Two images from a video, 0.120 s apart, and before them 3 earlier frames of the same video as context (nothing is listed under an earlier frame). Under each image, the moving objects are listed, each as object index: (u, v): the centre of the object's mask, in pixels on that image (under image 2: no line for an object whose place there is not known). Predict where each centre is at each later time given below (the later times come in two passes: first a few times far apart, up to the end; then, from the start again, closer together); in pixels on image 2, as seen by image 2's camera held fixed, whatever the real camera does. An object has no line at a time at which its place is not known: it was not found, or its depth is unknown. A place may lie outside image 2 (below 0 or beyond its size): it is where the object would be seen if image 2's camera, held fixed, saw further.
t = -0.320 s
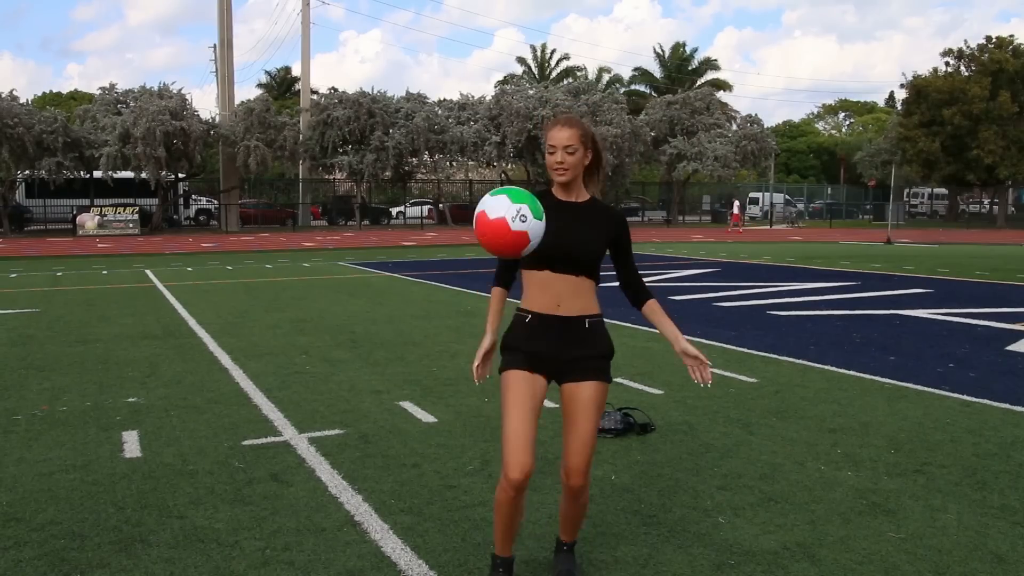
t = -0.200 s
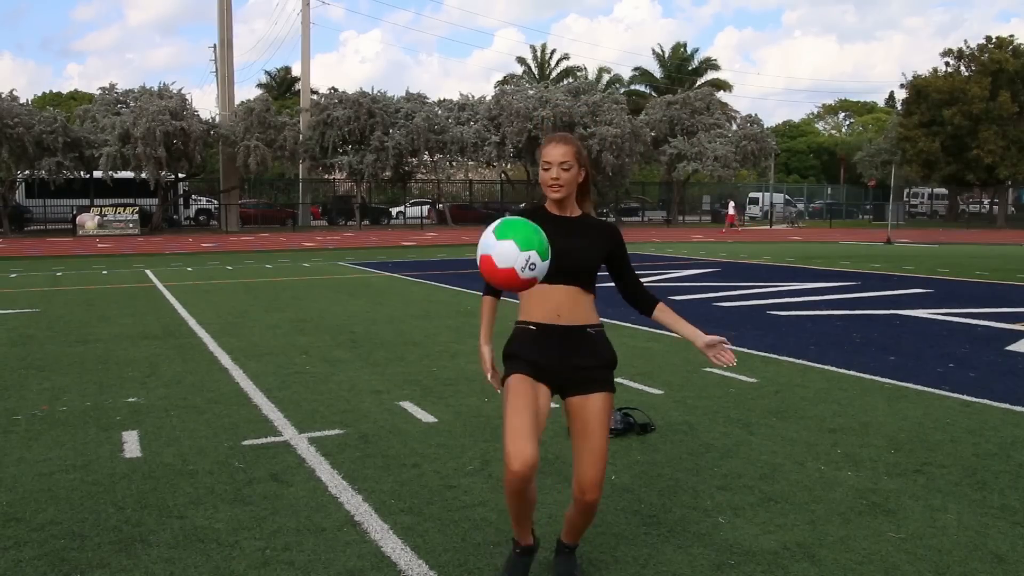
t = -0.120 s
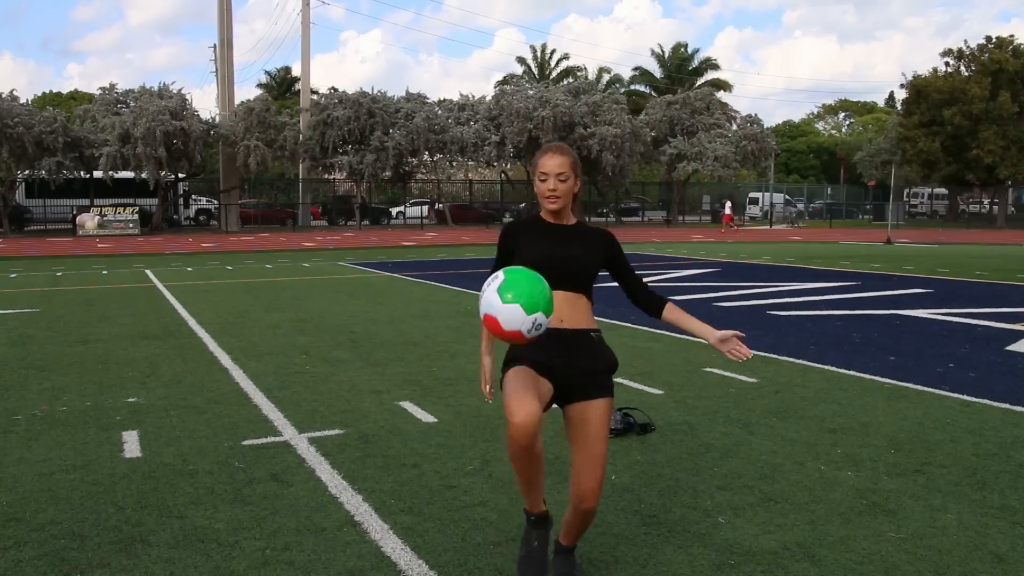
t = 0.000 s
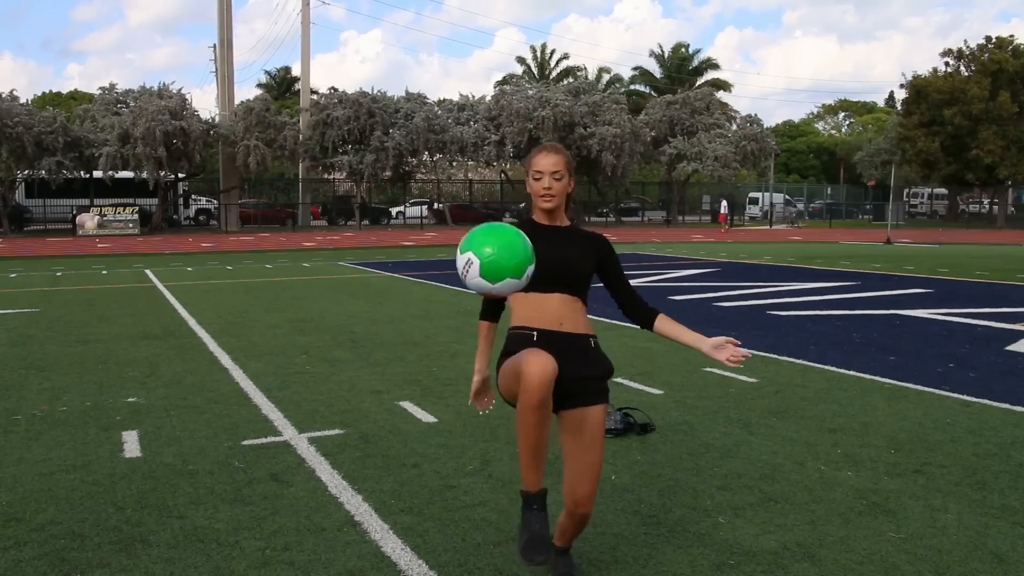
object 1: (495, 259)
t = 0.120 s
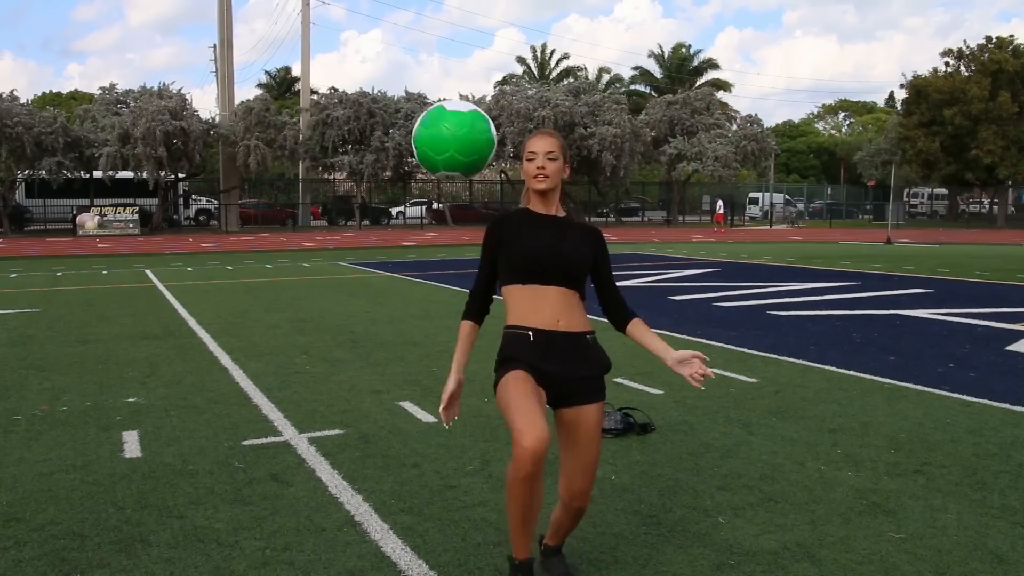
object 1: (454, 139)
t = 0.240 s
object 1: (407, 60)
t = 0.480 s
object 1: (295, 58)
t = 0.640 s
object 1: (215, 214)
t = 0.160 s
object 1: (440, 113)
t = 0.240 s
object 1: (407, 60)
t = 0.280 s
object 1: (389, 43)
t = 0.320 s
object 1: (372, 36)
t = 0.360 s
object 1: (353, 34)
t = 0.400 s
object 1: (334, 36)
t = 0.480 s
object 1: (295, 58)
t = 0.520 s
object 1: (276, 84)
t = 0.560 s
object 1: (256, 118)
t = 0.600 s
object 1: (235, 161)
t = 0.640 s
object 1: (215, 214)
